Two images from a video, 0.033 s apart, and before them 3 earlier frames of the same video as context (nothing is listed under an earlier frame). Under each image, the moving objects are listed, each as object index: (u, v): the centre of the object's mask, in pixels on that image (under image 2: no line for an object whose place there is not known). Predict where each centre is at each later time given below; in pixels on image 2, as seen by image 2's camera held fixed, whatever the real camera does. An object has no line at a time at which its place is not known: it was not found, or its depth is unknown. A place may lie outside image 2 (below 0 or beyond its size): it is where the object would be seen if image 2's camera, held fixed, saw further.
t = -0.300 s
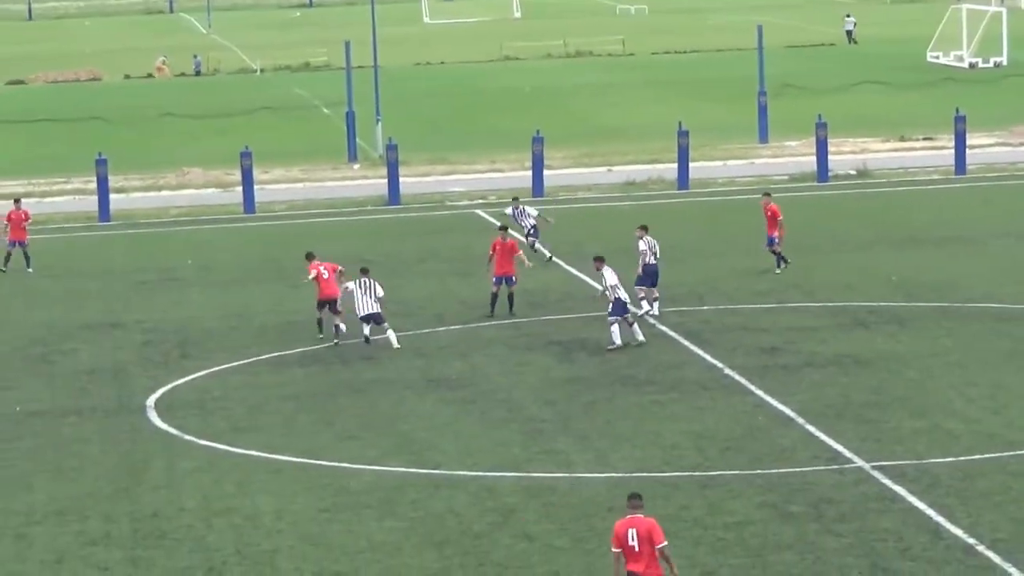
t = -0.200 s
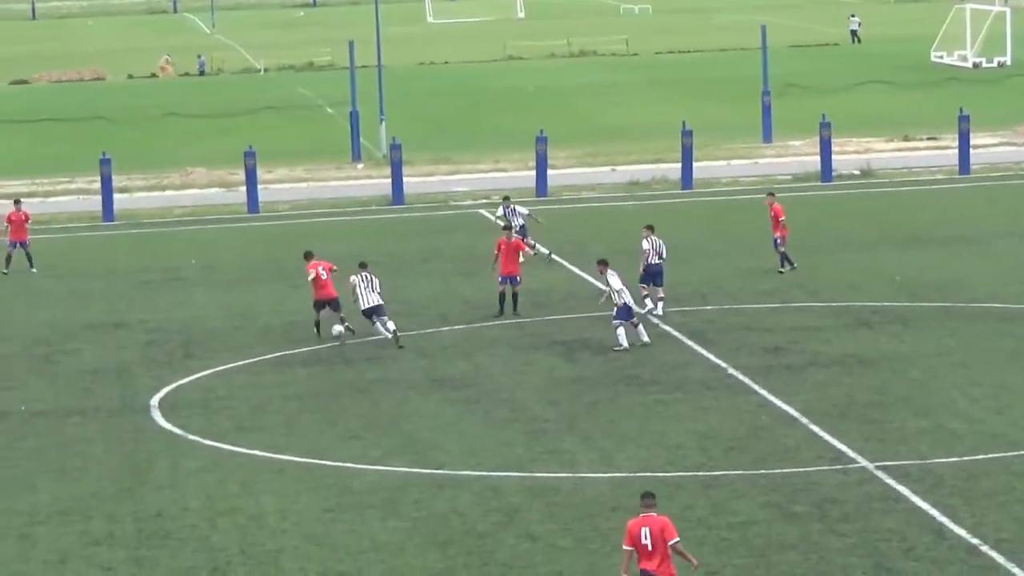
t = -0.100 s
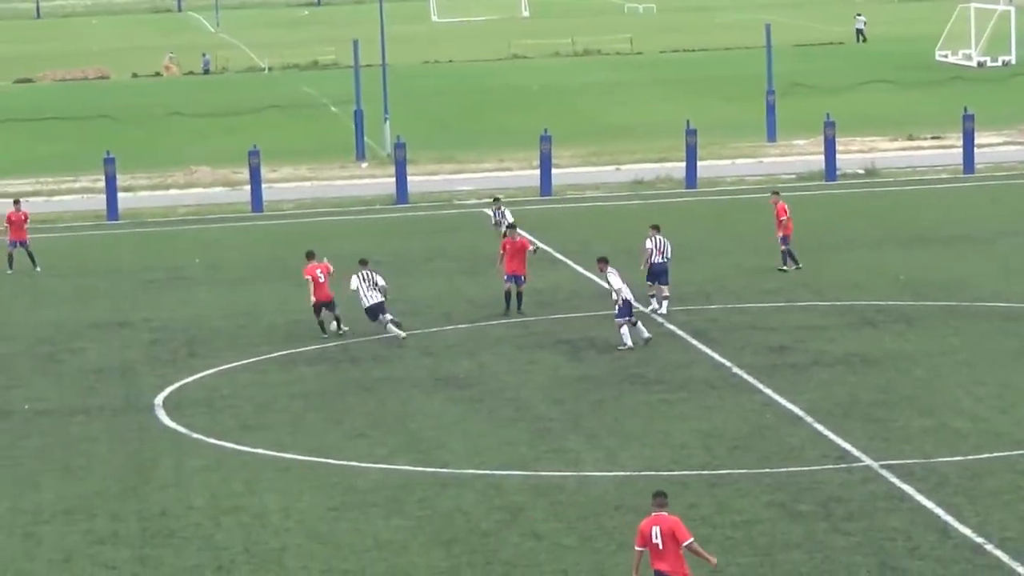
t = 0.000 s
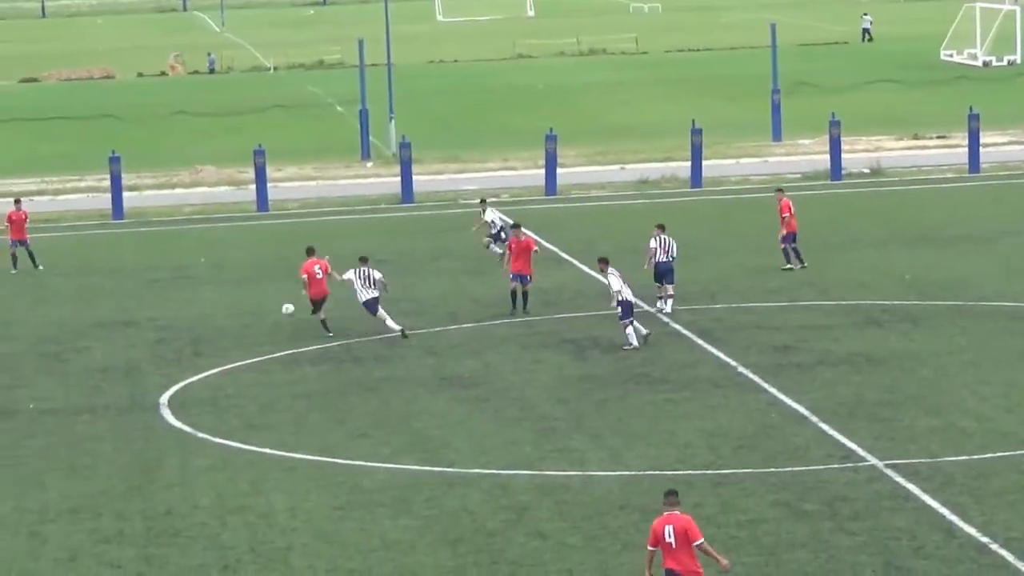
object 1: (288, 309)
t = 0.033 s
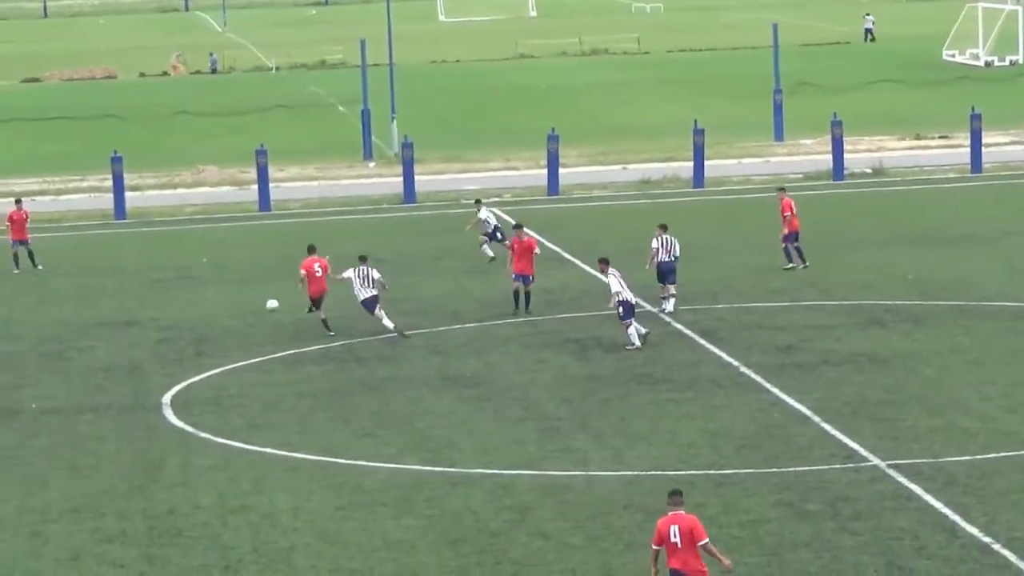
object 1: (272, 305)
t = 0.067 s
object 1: (252, 301)
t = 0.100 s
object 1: (235, 299)
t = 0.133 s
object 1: (219, 297)
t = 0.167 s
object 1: (202, 297)
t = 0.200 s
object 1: (186, 297)
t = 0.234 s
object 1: (169, 297)
